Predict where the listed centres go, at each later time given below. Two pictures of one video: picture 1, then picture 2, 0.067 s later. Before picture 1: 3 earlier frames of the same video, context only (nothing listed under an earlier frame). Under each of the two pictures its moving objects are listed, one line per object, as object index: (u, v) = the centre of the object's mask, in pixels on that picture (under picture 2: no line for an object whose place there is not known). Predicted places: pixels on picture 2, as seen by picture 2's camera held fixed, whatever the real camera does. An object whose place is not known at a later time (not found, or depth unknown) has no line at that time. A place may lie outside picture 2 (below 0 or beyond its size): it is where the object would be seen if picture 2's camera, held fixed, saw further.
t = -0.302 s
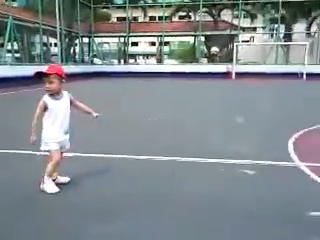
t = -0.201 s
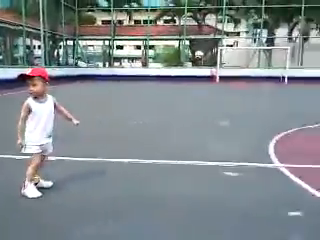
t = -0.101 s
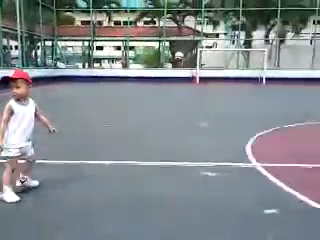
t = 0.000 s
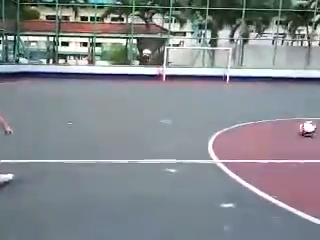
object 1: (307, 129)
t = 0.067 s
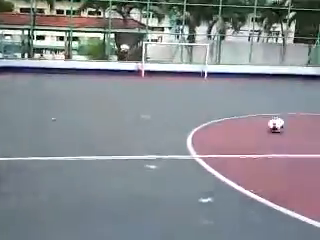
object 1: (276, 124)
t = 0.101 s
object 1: (271, 125)
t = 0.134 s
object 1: (266, 126)
